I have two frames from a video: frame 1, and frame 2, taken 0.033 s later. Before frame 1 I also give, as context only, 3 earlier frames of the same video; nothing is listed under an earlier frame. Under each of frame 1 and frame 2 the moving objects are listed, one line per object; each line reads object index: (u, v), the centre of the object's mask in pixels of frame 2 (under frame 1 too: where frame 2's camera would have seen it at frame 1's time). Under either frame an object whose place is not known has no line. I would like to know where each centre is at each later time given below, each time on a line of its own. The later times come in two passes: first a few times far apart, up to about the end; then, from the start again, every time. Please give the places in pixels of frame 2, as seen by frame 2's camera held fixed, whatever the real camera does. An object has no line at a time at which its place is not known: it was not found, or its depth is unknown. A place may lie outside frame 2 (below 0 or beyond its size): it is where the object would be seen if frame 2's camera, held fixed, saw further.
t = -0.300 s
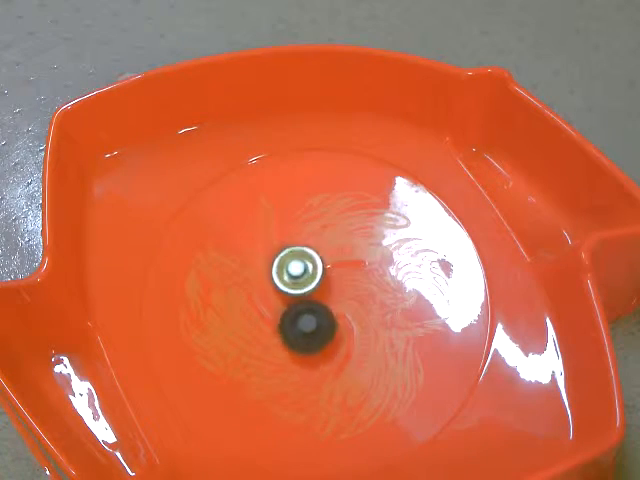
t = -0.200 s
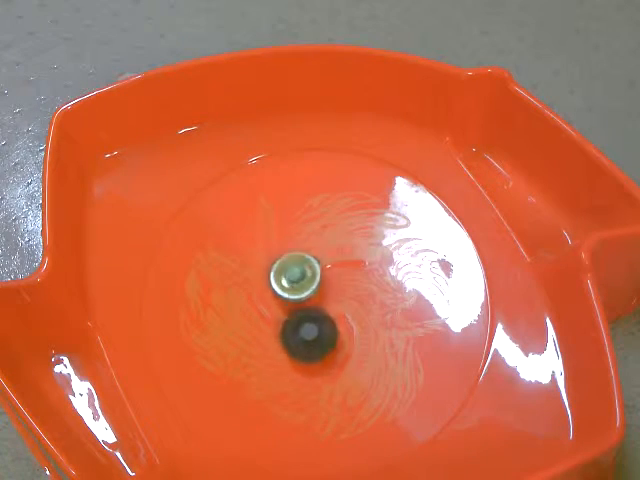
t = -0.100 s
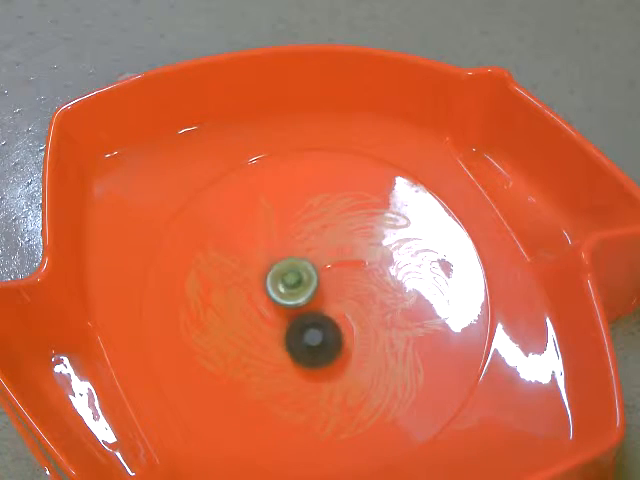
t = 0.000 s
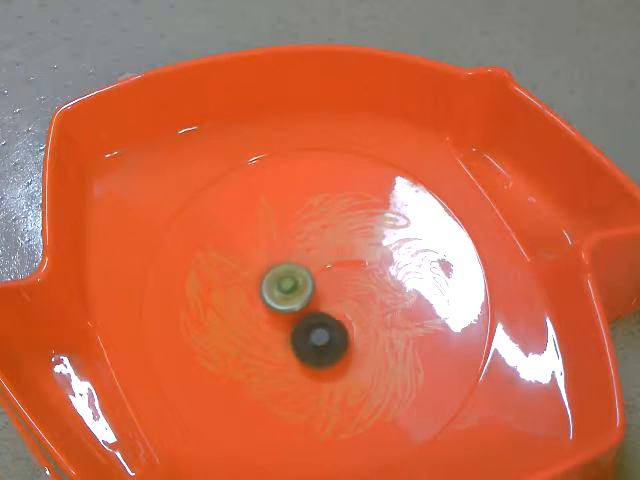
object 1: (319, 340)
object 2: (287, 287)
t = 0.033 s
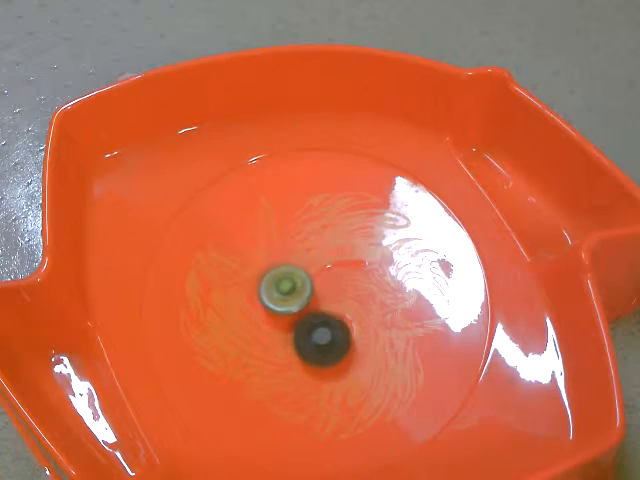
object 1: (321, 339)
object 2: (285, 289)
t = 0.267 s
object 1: (333, 320)
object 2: (277, 296)
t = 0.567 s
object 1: (400, 320)
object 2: (222, 257)
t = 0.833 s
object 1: (405, 304)
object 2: (228, 254)
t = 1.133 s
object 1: (360, 299)
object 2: (264, 267)
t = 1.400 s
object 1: (336, 313)
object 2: (273, 291)
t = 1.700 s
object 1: (380, 356)
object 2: (193, 260)
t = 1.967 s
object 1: (431, 373)
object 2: (120, 207)
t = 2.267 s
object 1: (409, 350)
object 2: (150, 199)
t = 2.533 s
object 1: (360, 307)
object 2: (290, 234)
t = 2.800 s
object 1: (315, 257)
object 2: (414, 237)
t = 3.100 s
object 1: (289, 219)
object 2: (405, 320)
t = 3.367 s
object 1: (287, 224)
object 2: (384, 341)
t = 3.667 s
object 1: (294, 269)
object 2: (384, 341)
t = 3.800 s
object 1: (293, 296)
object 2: (384, 341)
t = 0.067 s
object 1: (324, 337)
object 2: (284, 291)
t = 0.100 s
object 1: (326, 335)
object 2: (283, 291)
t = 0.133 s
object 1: (328, 333)
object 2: (281, 293)
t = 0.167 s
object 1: (330, 330)
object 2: (280, 294)
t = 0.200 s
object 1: (331, 327)
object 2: (279, 294)
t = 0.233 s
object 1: (332, 323)
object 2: (278, 295)
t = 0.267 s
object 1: (333, 320)
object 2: (277, 296)
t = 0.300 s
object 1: (333, 317)
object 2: (276, 296)
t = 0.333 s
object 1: (333, 313)
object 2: (276, 296)
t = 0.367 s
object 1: (346, 315)
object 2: (262, 291)
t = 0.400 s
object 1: (361, 319)
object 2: (247, 283)
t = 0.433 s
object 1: (375, 322)
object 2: (236, 274)
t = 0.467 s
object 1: (385, 324)
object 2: (229, 267)
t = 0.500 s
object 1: (392, 325)
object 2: (225, 262)
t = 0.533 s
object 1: (396, 323)
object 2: (223, 259)
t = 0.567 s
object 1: (400, 320)
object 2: (222, 257)
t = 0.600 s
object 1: (403, 318)
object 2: (221, 257)
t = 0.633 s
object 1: (405, 316)
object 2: (221, 256)
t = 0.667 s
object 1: (407, 314)
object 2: (221, 256)
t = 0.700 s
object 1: (408, 312)
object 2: (222, 255)
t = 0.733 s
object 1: (409, 310)
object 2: (222, 255)
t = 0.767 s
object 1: (409, 309)
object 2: (224, 254)
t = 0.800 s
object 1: (408, 306)
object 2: (226, 254)
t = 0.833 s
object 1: (405, 304)
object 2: (228, 254)
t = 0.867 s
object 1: (402, 302)
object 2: (231, 254)
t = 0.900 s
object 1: (397, 301)
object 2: (234, 254)
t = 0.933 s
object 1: (393, 300)
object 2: (238, 255)
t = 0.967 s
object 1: (388, 299)
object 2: (242, 256)
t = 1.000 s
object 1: (383, 299)
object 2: (246, 257)
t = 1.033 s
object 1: (377, 298)
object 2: (250, 259)
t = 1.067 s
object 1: (372, 298)
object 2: (255, 261)
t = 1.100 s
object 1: (366, 299)
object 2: (260, 264)
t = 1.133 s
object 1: (360, 299)
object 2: (264, 267)
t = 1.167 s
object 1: (355, 299)
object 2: (269, 271)
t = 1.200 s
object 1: (349, 299)
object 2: (274, 275)
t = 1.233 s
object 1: (343, 300)
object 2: (278, 279)
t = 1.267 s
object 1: (338, 301)
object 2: (281, 283)
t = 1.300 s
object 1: (338, 305)
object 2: (279, 285)
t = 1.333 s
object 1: (336, 307)
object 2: (279, 288)
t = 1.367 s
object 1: (335, 309)
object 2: (277, 291)
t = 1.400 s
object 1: (336, 313)
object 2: (273, 291)
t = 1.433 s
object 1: (336, 316)
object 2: (270, 293)
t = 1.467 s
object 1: (335, 318)
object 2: (270, 294)
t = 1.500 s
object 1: (332, 319)
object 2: (268, 295)
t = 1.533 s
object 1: (328, 319)
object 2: (267, 298)
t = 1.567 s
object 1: (325, 319)
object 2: (266, 299)
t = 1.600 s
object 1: (322, 319)
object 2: (263, 301)
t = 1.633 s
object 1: (338, 329)
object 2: (241, 291)
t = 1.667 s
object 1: (360, 343)
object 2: (216, 275)
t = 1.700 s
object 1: (380, 356)
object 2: (193, 260)
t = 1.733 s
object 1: (396, 366)
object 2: (176, 247)
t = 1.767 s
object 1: (407, 372)
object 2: (161, 236)
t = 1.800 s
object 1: (416, 376)
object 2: (147, 226)
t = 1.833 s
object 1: (421, 377)
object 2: (136, 219)
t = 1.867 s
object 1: (423, 376)
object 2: (126, 214)
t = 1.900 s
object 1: (426, 375)
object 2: (122, 212)
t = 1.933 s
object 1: (428, 374)
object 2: (120, 209)
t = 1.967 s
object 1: (431, 373)
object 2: (120, 207)
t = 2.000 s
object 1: (431, 372)
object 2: (120, 204)
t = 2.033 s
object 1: (431, 370)
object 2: (122, 202)
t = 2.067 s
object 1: (429, 368)
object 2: (124, 202)
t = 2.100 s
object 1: (427, 365)
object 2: (127, 200)
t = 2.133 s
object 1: (424, 363)
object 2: (131, 198)
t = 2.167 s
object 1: (421, 359)
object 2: (135, 198)
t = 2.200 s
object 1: (418, 357)
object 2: (139, 197)
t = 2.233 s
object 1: (413, 353)
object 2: (144, 197)
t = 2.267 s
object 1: (409, 350)
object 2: (150, 199)
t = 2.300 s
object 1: (403, 346)
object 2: (156, 200)
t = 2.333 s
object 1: (398, 341)
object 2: (164, 203)
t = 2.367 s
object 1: (392, 336)
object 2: (175, 207)
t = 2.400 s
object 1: (386, 331)
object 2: (191, 215)
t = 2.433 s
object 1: (380, 325)
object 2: (208, 223)
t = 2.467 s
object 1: (373, 320)
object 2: (231, 229)
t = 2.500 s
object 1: (366, 313)
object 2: (262, 233)
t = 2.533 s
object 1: (360, 307)
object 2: (290, 234)
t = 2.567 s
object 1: (354, 301)
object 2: (315, 231)
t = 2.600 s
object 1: (347, 294)
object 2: (337, 231)
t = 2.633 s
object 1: (341, 288)
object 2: (358, 226)
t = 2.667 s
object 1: (336, 283)
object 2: (374, 228)
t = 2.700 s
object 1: (330, 276)
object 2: (386, 228)
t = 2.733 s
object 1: (325, 270)
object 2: (402, 233)
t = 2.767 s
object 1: (320, 263)
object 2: (409, 234)
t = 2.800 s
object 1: (315, 257)
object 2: (414, 237)
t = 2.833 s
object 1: (312, 251)
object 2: (418, 247)
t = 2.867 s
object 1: (307, 245)
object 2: (420, 255)
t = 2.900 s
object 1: (304, 240)
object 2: (420, 264)
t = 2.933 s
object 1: (300, 235)
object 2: (417, 273)
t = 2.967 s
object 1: (298, 231)
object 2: (415, 282)
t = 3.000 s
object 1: (295, 228)
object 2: (410, 291)
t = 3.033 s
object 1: (293, 224)
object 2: (408, 303)
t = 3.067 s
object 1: (291, 221)
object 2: (409, 313)
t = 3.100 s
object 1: (289, 219)
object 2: (405, 320)
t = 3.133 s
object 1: (288, 218)
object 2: (400, 329)
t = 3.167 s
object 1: (287, 216)
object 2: (395, 332)
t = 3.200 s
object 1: (286, 216)
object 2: (391, 336)
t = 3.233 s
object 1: (286, 216)
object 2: (387, 339)
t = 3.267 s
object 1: (286, 216)
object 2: (385, 341)
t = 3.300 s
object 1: (286, 218)
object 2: (384, 341)
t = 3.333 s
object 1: (287, 221)
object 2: (384, 341)
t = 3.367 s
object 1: (287, 224)
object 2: (384, 341)
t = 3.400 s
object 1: (288, 228)
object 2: (384, 341)
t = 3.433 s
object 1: (289, 232)
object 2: (384, 341)
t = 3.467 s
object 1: (290, 236)
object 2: (384, 341)
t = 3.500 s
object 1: (290, 241)
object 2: (384, 341)
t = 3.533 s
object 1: (291, 246)
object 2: (384, 341)
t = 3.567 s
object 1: (292, 251)
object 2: (384, 341)
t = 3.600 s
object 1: (293, 258)
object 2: (384, 341)
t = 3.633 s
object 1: (294, 263)
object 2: (384, 341)
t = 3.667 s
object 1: (294, 269)
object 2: (384, 341)
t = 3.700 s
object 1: (295, 275)
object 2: (384, 341)
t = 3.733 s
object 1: (294, 283)
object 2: (384, 341)
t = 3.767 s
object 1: (294, 288)
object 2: (384, 341)
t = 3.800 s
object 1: (293, 296)
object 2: (384, 341)
